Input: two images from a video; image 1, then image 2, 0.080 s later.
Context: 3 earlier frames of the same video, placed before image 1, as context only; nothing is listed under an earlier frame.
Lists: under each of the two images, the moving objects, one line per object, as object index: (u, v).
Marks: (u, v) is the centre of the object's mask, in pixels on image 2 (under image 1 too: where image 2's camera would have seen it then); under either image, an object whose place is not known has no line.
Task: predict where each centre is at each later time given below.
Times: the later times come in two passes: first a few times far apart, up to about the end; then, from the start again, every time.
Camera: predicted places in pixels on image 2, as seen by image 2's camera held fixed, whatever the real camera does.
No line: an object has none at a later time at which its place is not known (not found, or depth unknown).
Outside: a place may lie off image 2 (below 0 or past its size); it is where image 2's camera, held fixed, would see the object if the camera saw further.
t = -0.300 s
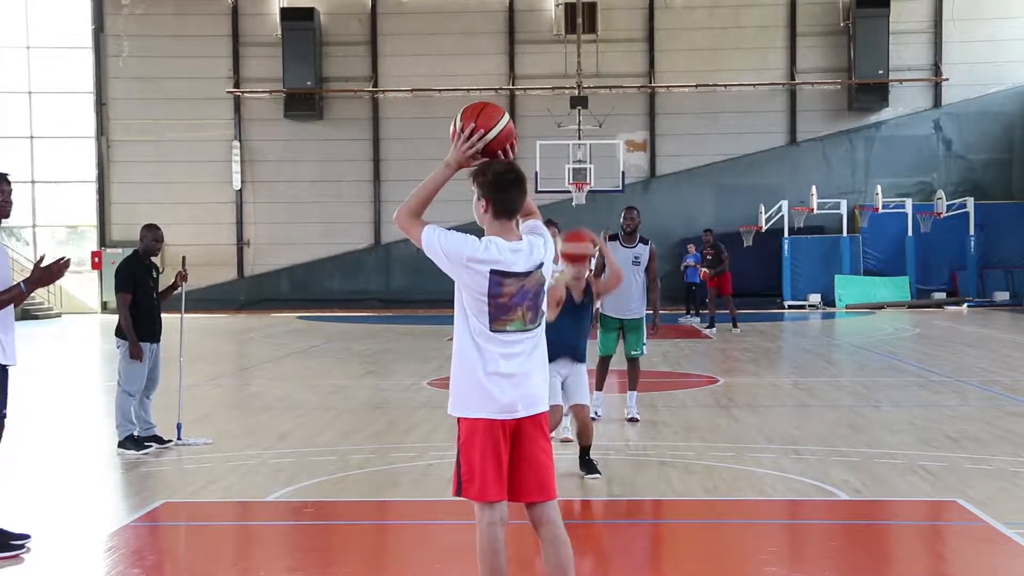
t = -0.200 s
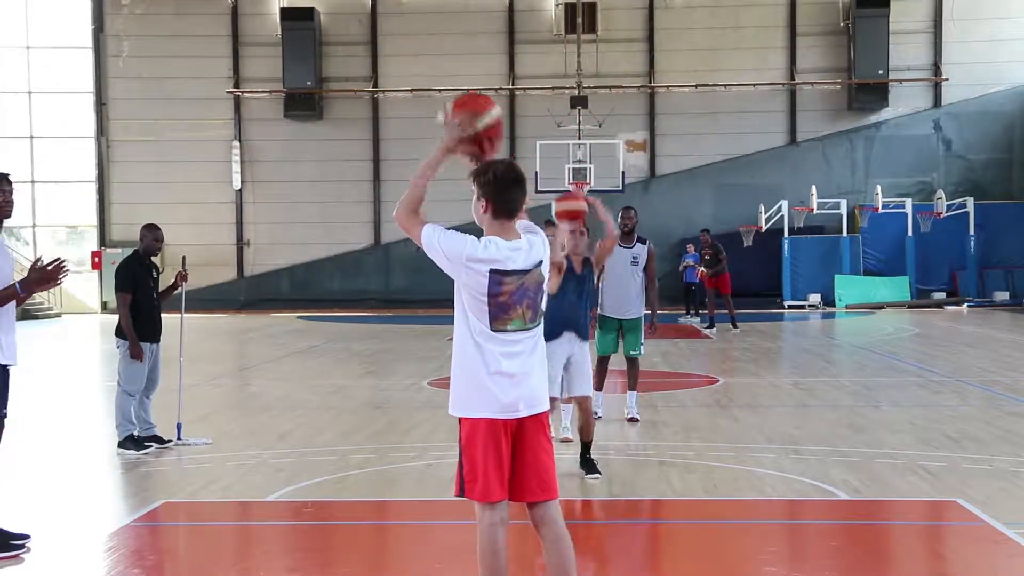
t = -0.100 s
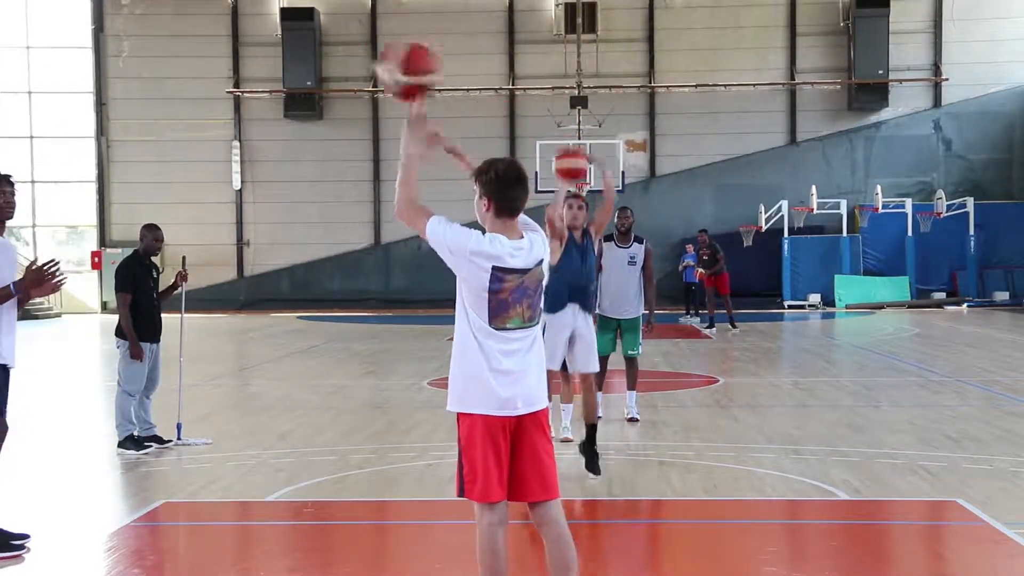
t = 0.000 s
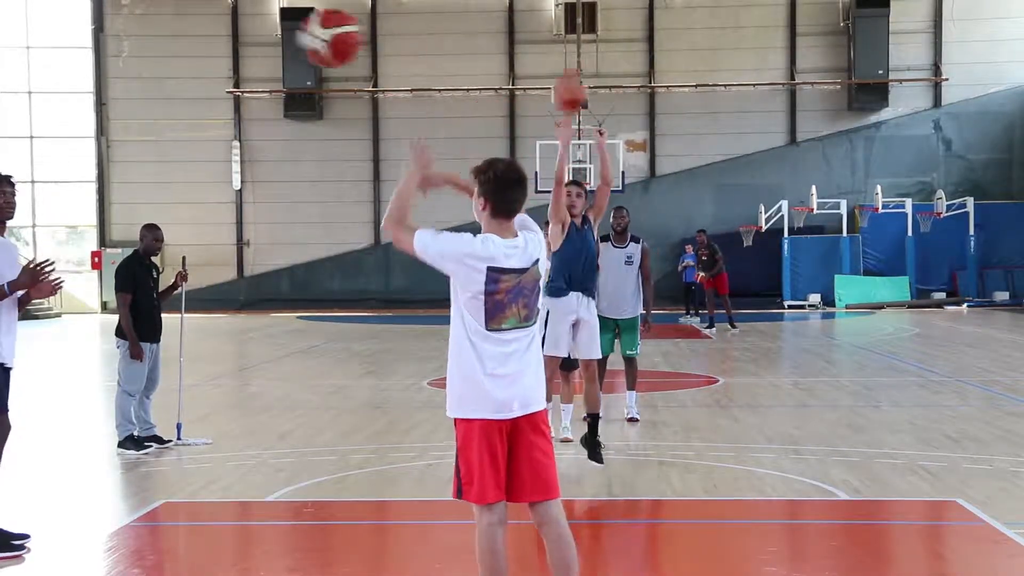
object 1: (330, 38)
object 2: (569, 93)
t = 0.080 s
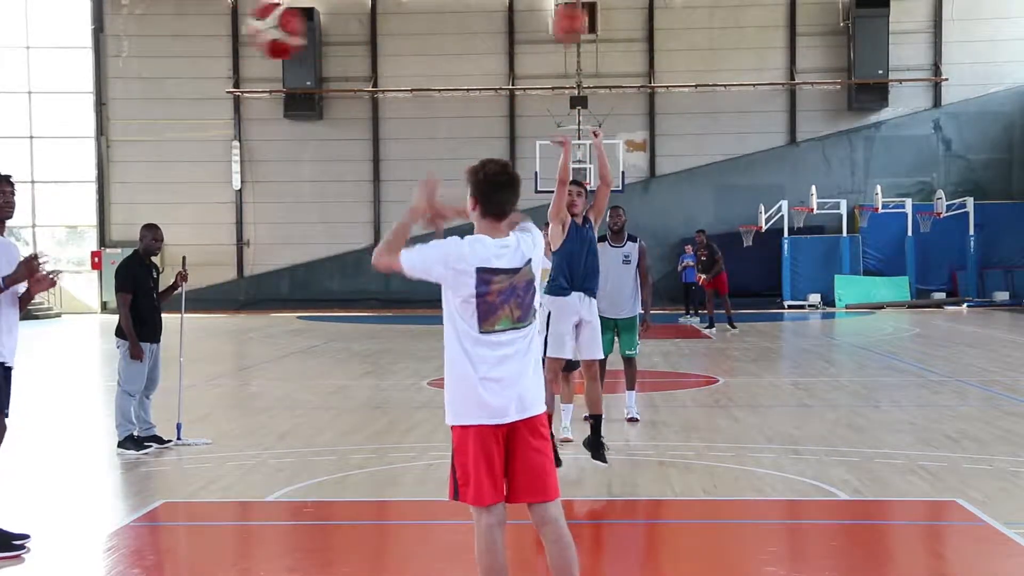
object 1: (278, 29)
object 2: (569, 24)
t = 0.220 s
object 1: (190, 51)
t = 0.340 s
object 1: (124, 98)
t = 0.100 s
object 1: (264, 30)
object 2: (569, 11)
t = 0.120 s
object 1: (250, 32)
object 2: (568, 4)
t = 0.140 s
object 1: (238, 34)
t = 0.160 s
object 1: (225, 38)
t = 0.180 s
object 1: (213, 41)
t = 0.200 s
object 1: (202, 45)
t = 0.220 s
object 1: (190, 51)
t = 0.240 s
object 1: (177, 57)
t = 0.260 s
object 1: (167, 64)
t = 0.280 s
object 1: (157, 71)
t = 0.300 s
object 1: (146, 80)
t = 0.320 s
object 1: (135, 88)
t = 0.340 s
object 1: (124, 98)
